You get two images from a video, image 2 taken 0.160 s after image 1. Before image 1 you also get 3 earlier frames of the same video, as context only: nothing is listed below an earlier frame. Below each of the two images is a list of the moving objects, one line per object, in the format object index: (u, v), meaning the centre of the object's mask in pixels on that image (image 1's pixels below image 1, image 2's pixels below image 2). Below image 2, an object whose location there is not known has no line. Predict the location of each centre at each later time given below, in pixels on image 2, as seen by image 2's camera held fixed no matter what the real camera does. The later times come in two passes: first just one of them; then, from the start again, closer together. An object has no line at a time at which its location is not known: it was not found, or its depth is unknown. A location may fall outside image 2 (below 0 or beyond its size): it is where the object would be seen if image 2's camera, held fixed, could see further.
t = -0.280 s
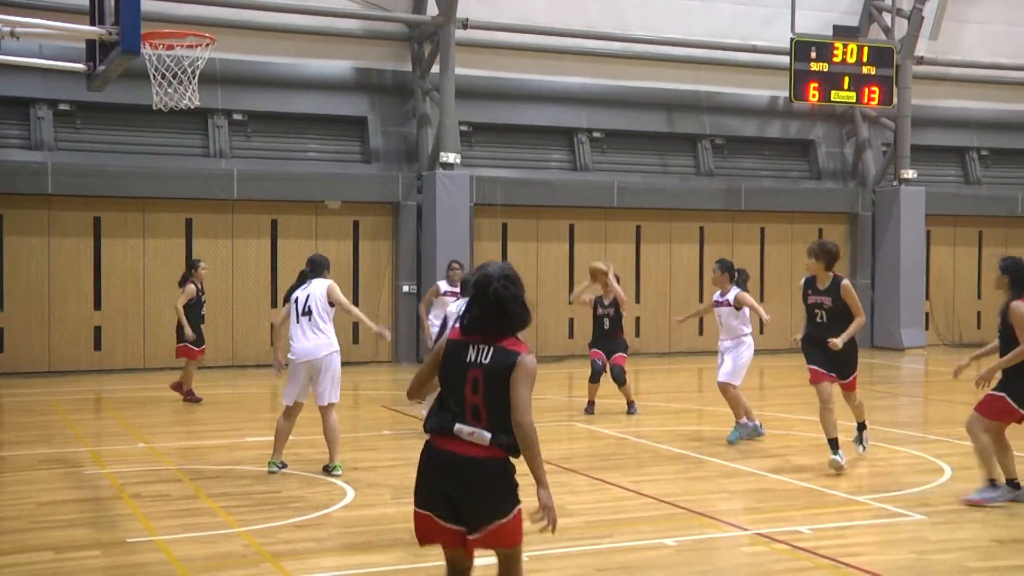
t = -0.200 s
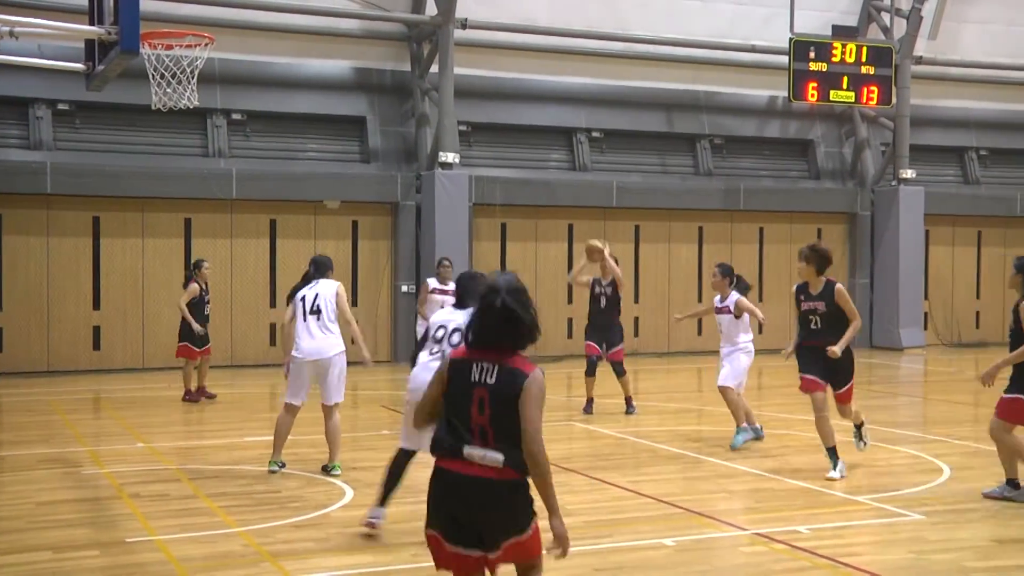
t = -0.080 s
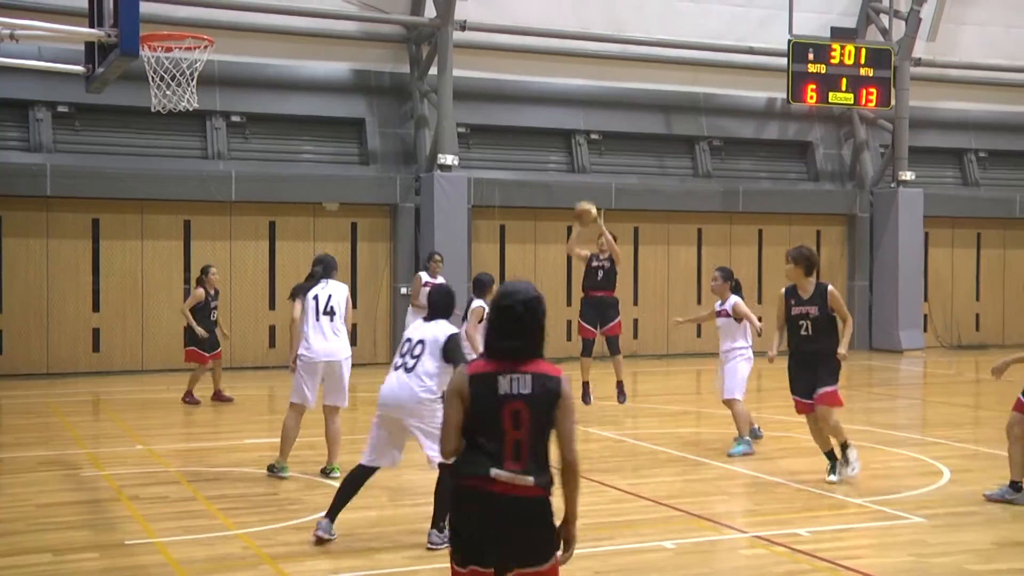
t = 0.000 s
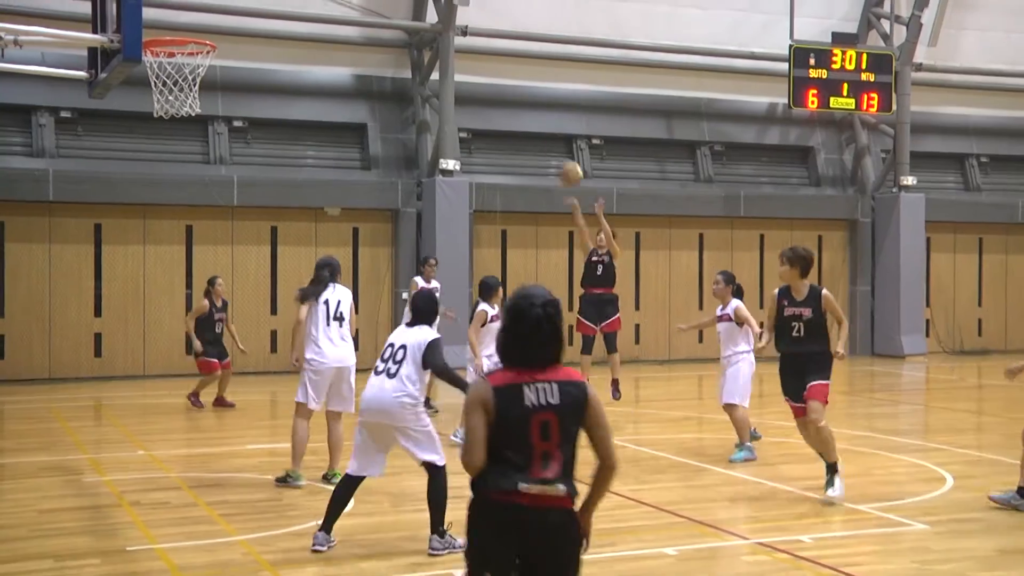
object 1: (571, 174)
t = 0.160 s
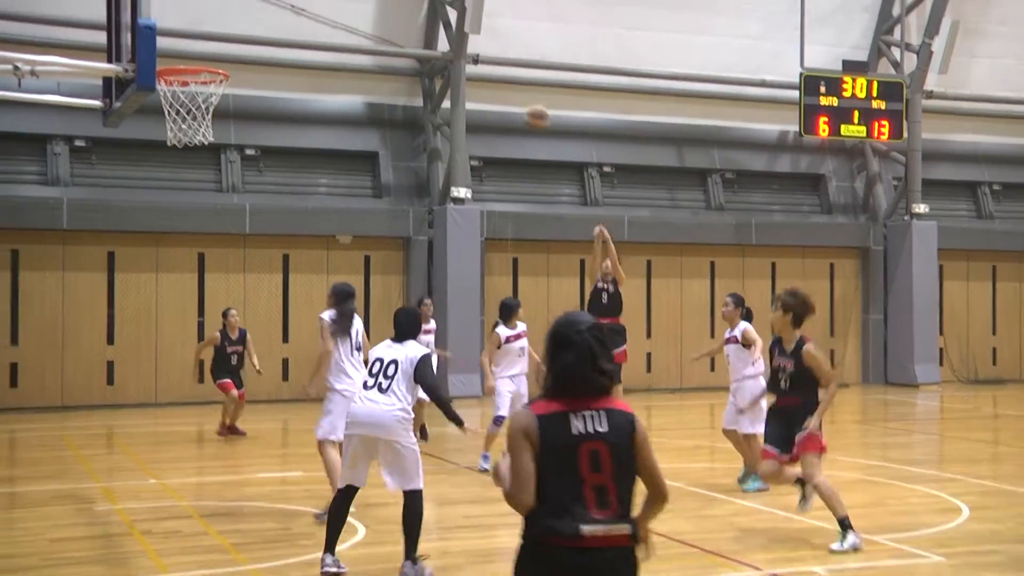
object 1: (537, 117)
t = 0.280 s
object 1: (499, 68)
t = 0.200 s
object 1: (525, 100)
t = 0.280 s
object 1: (499, 68)
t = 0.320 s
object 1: (488, 53)
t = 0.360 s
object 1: (475, 40)
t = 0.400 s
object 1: (462, 27)
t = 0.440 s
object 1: (447, 17)
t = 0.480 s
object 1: (433, 9)
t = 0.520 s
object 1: (417, 2)
